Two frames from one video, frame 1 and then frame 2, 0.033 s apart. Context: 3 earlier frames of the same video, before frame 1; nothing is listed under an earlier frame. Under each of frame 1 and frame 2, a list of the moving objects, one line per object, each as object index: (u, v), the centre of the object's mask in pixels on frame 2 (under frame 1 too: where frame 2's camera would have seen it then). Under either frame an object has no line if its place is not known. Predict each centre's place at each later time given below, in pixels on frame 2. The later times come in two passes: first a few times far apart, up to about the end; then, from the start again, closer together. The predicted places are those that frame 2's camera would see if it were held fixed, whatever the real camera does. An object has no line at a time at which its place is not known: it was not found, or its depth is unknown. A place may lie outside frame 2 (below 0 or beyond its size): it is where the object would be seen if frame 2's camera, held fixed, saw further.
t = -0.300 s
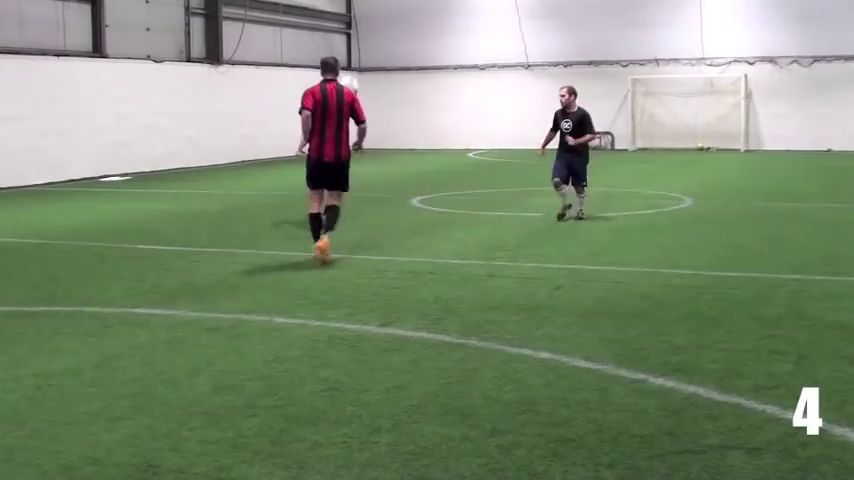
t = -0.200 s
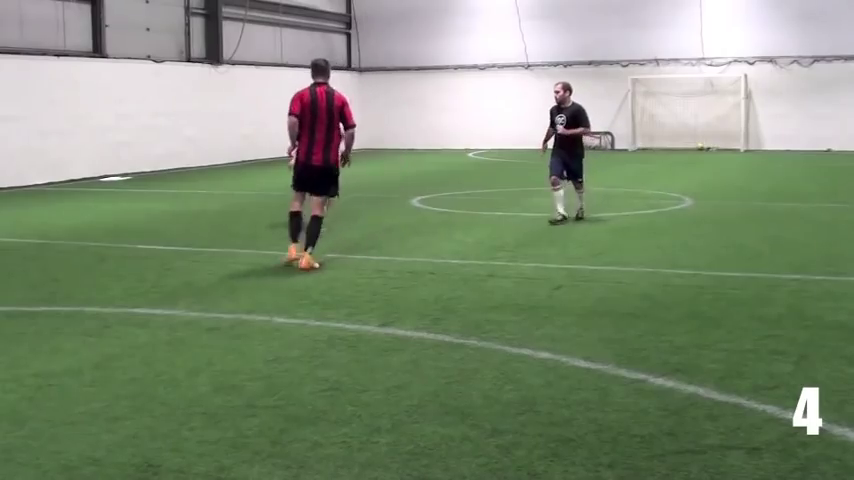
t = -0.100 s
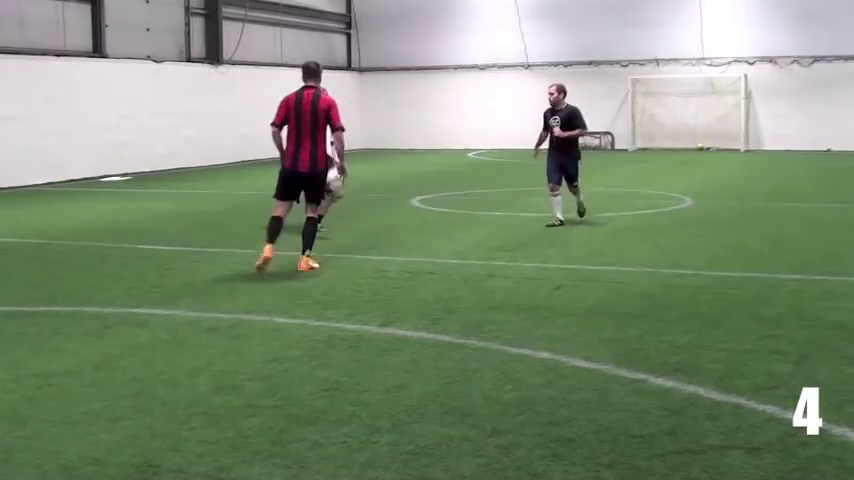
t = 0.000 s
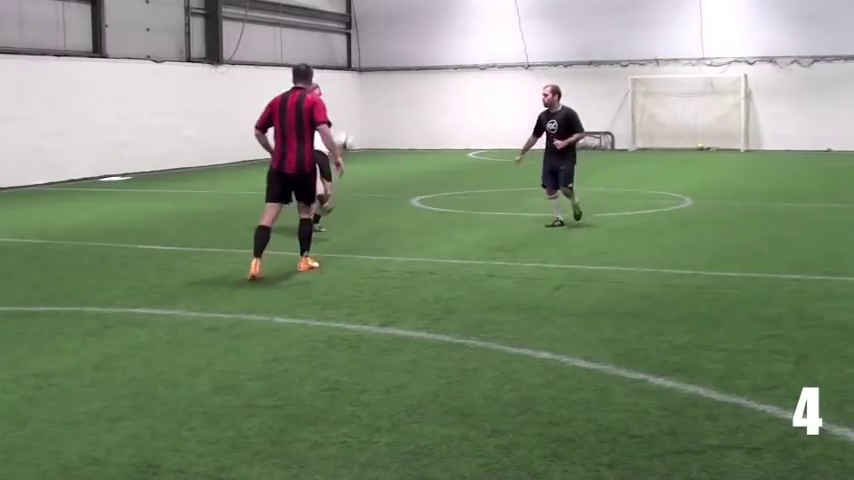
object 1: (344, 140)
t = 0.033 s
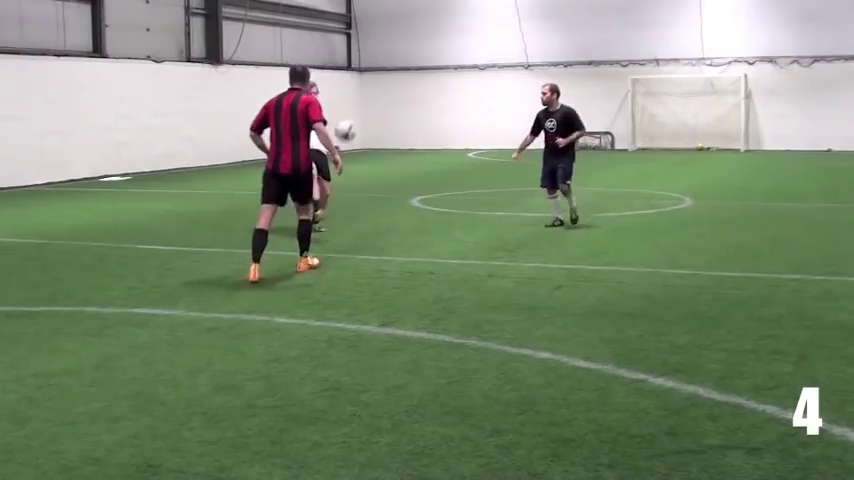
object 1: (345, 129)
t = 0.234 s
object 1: (365, 75)
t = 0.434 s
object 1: (386, 58)
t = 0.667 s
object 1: (413, 93)
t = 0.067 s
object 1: (349, 118)
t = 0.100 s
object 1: (352, 107)
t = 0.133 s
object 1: (355, 98)
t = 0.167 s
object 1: (358, 89)
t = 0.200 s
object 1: (364, 81)
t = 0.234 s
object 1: (365, 75)
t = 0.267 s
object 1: (368, 70)
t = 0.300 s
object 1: (371, 65)
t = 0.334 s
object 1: (374, 62)
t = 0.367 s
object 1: (379, 58)
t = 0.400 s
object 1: (382, 58)
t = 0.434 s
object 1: (386, 58)
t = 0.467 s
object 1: (390, 59)
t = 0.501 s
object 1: (393, 62)
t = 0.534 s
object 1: (397, 66)
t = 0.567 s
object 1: (401, 70)
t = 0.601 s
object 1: (405, 76)
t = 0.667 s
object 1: (413, 93)
